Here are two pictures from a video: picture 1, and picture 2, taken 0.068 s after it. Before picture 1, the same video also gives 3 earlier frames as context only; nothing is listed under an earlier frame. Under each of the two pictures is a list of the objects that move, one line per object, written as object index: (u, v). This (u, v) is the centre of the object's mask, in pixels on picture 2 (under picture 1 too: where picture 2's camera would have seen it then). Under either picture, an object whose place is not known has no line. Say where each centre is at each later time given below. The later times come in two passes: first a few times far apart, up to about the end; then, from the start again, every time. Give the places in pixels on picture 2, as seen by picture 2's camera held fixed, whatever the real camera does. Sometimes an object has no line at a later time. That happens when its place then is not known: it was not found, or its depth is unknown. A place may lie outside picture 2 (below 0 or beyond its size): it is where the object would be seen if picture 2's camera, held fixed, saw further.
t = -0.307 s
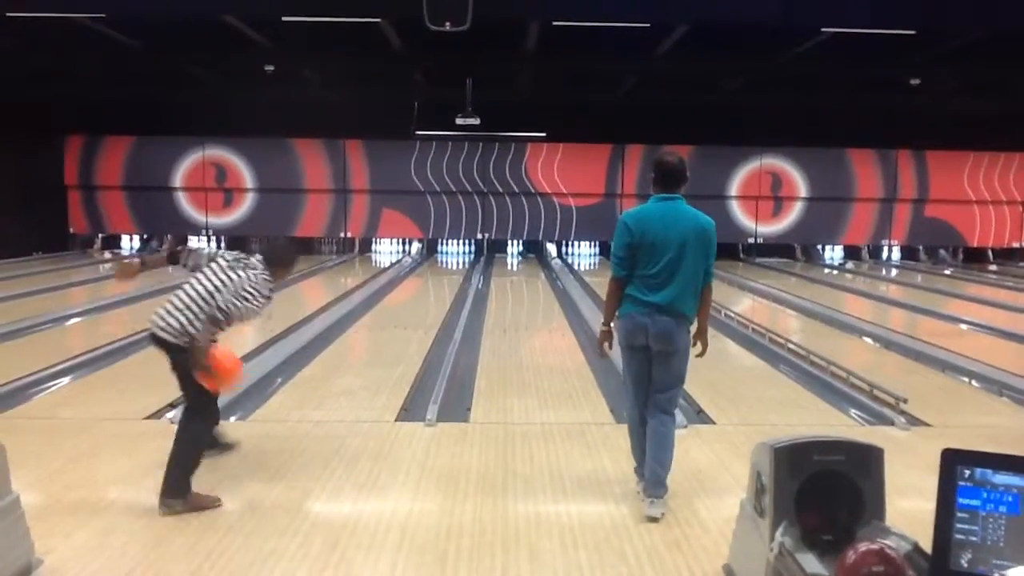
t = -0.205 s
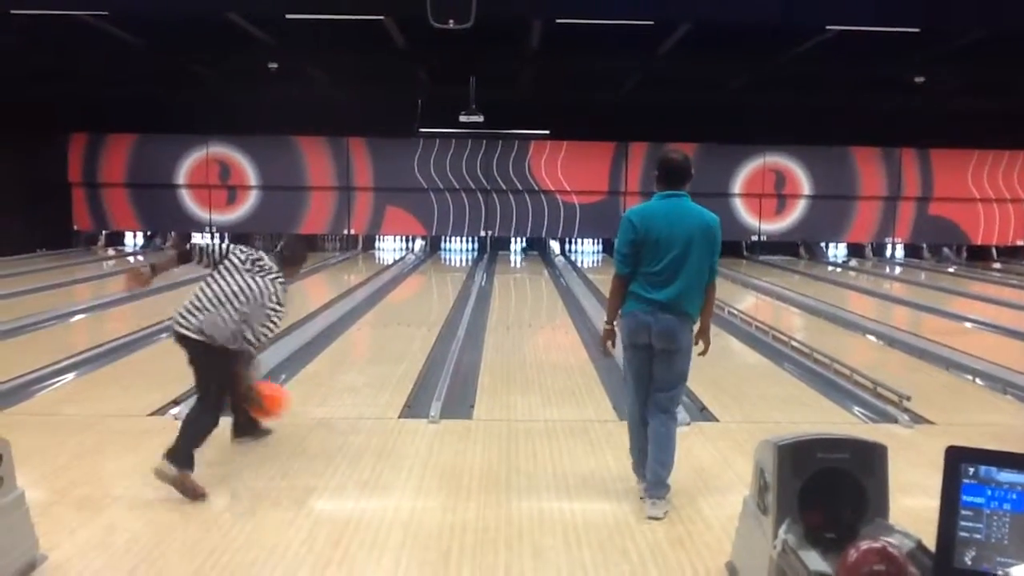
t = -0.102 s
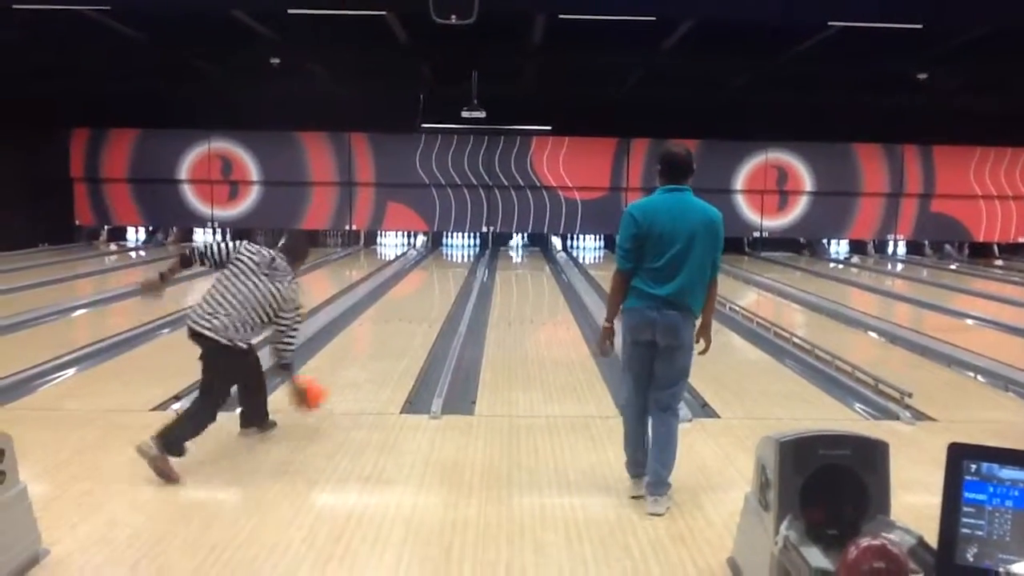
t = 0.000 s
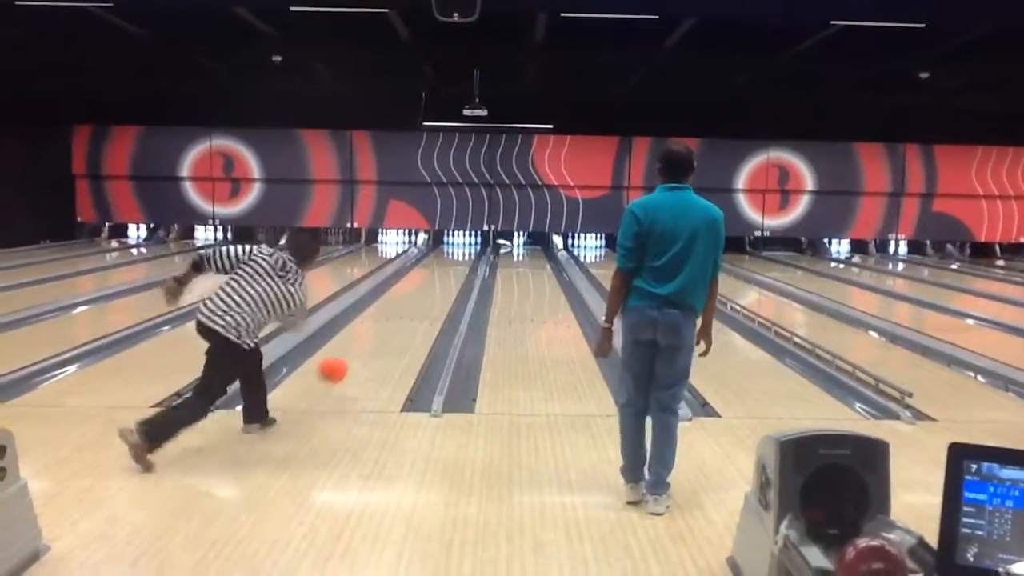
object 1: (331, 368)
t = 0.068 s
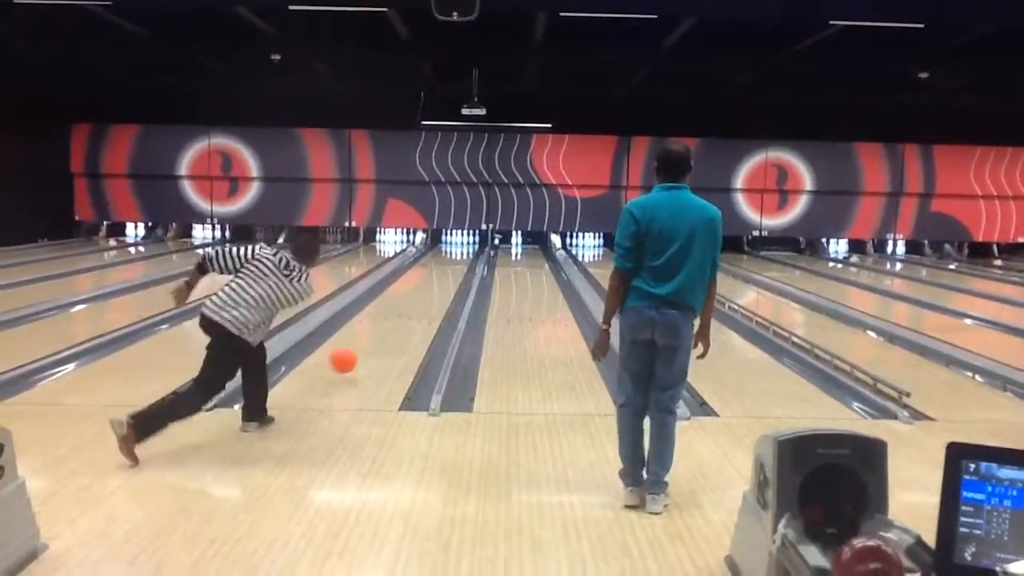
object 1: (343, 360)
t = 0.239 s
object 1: (367, 341)
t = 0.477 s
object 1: (389, 312)
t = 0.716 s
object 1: (407, 290)
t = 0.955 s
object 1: (417, 275)
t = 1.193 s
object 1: (426, 265)
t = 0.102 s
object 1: (348, 359)
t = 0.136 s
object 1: (353, 356)
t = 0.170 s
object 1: (359, 350)
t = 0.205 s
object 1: (363, 345)
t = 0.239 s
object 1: (367, 341)
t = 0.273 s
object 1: (371, 335)
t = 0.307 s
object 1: (375, 331)
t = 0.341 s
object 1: (378, 327)
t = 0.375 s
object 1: (382, 323)
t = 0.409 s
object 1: (384, 318)
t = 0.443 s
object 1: (387, 316)
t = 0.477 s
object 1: (389, 312)
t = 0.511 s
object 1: (391, 308)
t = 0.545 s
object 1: (395, 306)
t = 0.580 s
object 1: (397, 303)
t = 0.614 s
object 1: (401, 297)
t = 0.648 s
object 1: (404, 295)
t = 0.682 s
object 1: (406, 291)
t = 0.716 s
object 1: (407, 290)
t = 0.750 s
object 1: (409, 287)
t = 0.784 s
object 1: (410, 284)
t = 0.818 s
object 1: (411, 284)
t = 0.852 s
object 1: (413, 282)
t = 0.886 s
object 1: (416, 278)
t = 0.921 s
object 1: (416, 277)
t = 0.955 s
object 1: (417, 275)
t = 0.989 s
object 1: (417, 274)
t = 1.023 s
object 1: (420, 271)
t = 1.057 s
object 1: (421, 270)
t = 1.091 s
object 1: (423, 268)
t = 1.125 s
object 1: (424, 266)
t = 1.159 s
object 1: (425, 265)
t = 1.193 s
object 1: (426, 265)
